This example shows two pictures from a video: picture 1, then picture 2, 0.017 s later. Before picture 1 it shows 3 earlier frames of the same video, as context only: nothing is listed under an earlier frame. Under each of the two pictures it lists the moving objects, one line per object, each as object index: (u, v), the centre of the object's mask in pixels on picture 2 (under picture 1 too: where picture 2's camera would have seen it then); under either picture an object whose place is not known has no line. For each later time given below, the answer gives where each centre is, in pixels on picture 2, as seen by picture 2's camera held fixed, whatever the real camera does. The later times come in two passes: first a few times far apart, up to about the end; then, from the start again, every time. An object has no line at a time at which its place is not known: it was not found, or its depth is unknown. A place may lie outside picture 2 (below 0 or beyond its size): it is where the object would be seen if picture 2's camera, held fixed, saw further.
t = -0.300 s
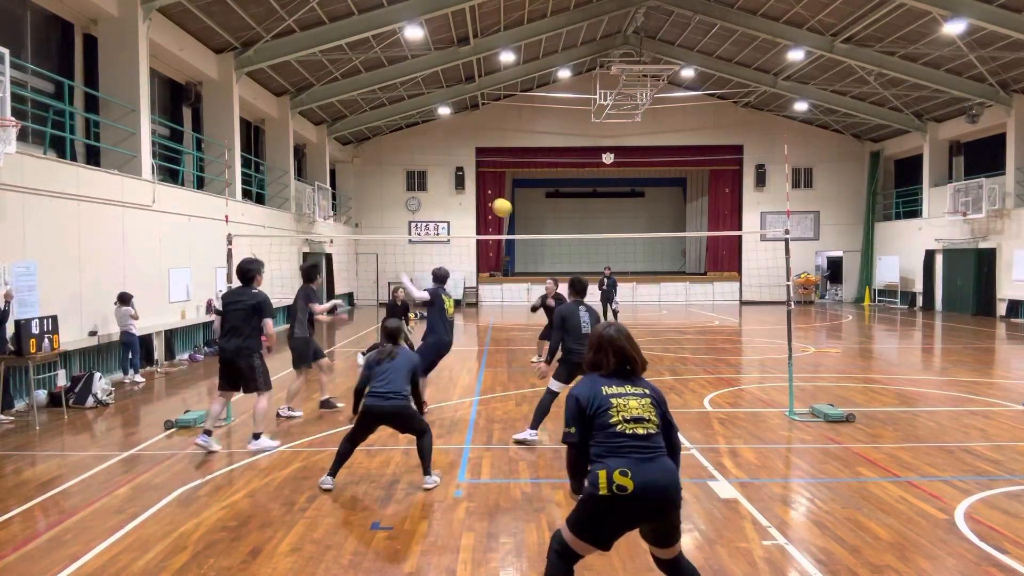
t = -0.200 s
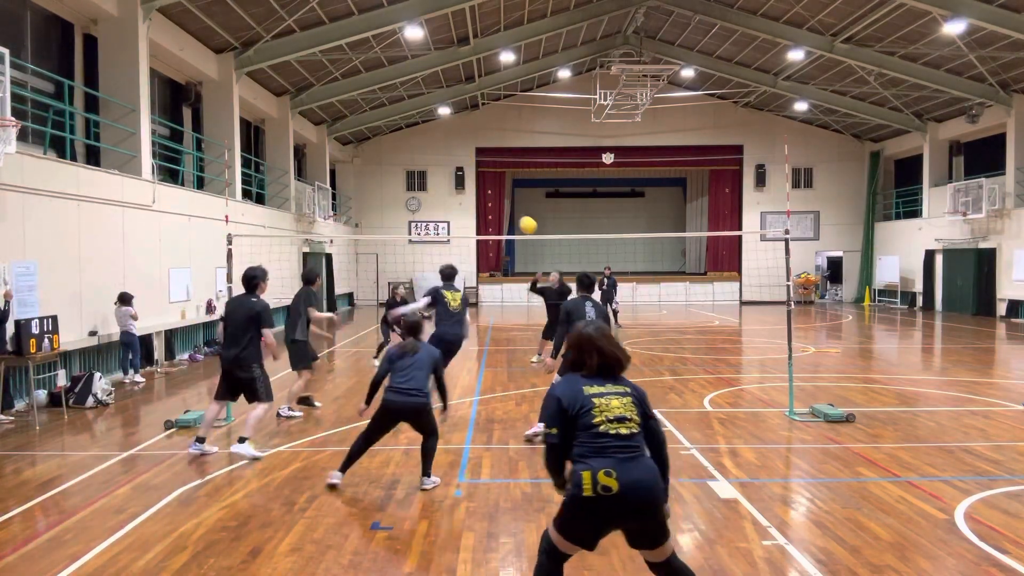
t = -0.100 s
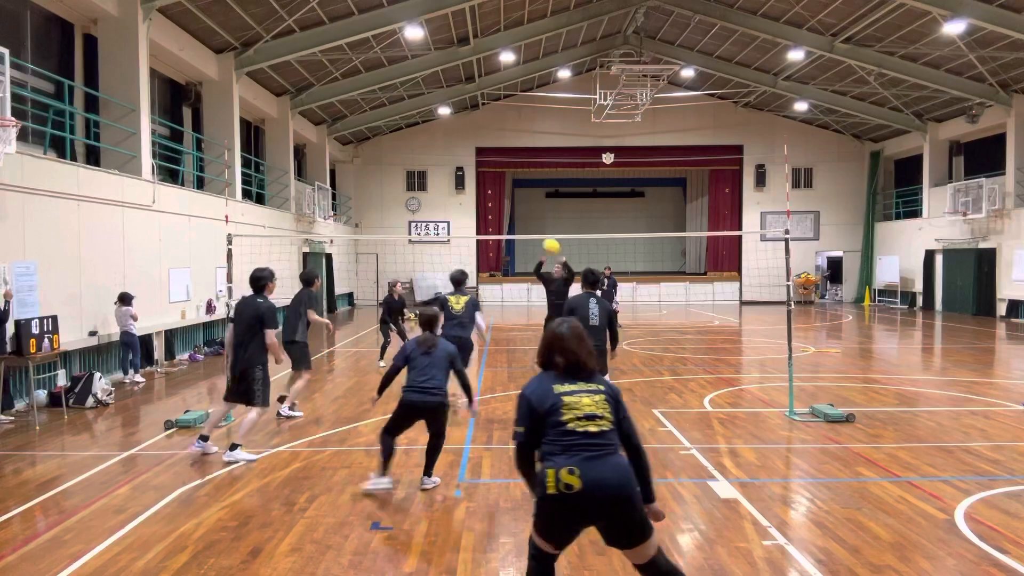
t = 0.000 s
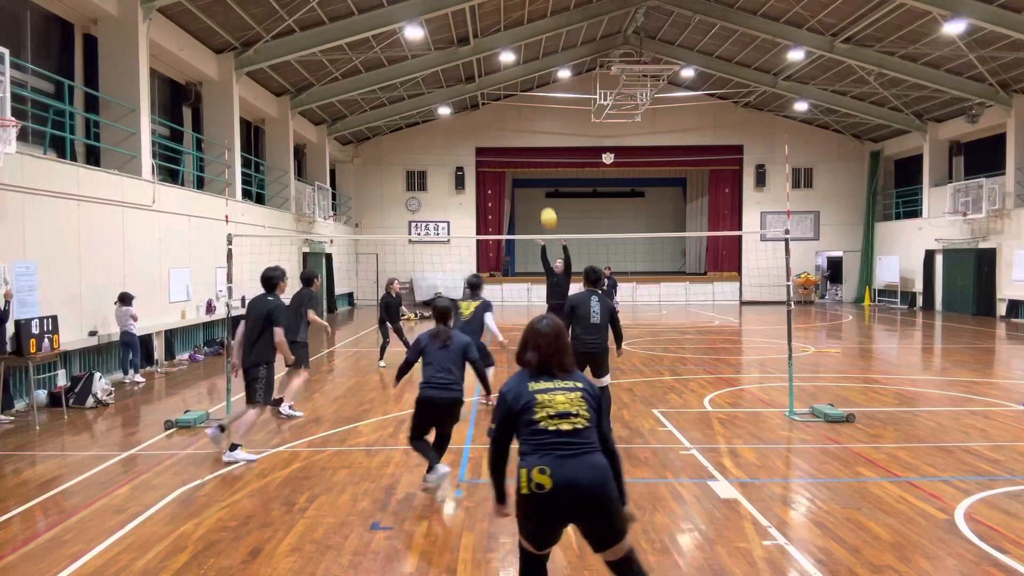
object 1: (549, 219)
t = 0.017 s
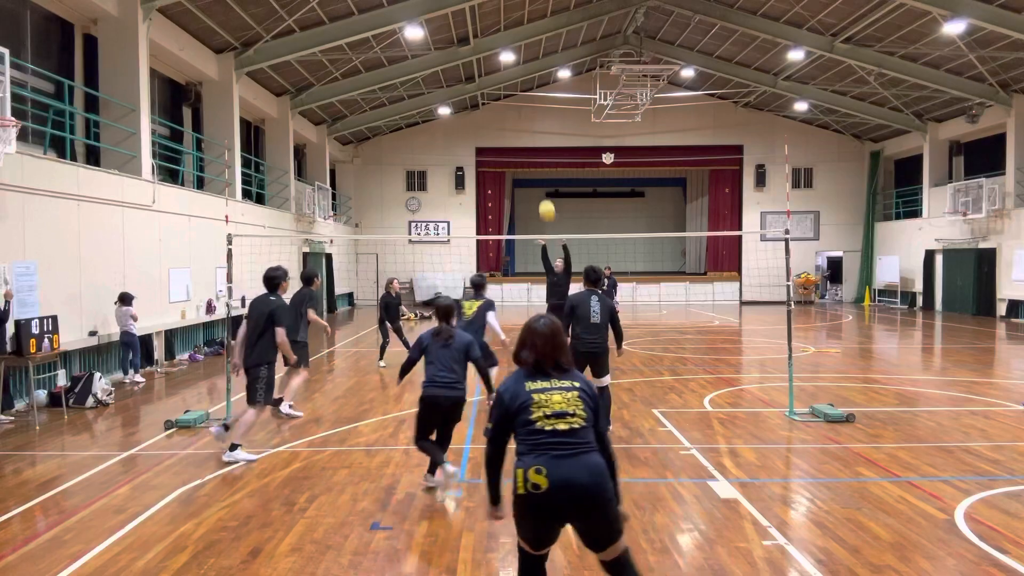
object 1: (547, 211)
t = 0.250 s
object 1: (524, 120)
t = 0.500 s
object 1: (499, 65)
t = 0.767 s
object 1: (473, 53)
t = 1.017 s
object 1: (446, 89)
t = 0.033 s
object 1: (545, 203)
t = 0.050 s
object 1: (543, 195)
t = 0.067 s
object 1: (542, 189)
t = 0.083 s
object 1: (540, 181)
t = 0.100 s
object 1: (538, 175)
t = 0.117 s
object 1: (537, 168)
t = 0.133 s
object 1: (535, 161)
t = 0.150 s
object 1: (534, 155)
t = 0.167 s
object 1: (532, 149)
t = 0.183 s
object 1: (530, 143)
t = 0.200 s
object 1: (529, 136)
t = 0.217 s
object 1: (527, 130)
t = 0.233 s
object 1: (525, 125)
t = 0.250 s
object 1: (524, 120)
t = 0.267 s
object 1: (522, 115)
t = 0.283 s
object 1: (520, 110)
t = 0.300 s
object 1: (519, 105)
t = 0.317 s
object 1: (518, 102)
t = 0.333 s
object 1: (516, 98)
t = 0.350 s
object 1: (514, 93)
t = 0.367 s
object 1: (512, 90)
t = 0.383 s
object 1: (511, 87)
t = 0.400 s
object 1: (510, 83)
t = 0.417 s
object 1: (507, 80)
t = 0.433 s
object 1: (506, 76)
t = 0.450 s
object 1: (504, 73)
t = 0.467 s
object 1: (503, 71)
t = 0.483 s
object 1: (501, 68)
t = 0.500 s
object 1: (499, 65)
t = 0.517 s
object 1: (497, 63)
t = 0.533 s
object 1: (495, 61)
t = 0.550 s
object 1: (495, 59)
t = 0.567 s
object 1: (492, 58)
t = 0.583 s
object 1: (491, 56)
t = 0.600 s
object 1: (490, 55)
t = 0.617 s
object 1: (488, 54)
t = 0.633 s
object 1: (486, 53)
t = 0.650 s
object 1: (485, 52)
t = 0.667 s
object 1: (483, 52)
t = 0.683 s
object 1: (481, 51)
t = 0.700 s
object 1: (479, 51)
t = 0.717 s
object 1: (478, 51)
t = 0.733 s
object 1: (476, 52)
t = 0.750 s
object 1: (474, 52)
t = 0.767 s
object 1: (473, 53)
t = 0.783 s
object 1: (471, 54)
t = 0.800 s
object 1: (469, 55)
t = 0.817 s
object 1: (467, 57)
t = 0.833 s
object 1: (466, 58)
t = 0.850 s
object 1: (464, 59)
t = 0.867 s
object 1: (462, 61)
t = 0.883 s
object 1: (460, 63)
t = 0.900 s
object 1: (459, 66)
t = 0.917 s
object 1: (457, 68)
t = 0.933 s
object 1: (455, 71)
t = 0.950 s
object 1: (453, 74)
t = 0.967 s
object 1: (452, 77)
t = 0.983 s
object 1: (450, 80)
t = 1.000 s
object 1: (449, 84)
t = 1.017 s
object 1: (446, 89)
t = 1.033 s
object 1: (445, 92)
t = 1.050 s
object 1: (444, 94)
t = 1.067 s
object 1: (442, 98)
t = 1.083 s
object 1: (441, 105)
